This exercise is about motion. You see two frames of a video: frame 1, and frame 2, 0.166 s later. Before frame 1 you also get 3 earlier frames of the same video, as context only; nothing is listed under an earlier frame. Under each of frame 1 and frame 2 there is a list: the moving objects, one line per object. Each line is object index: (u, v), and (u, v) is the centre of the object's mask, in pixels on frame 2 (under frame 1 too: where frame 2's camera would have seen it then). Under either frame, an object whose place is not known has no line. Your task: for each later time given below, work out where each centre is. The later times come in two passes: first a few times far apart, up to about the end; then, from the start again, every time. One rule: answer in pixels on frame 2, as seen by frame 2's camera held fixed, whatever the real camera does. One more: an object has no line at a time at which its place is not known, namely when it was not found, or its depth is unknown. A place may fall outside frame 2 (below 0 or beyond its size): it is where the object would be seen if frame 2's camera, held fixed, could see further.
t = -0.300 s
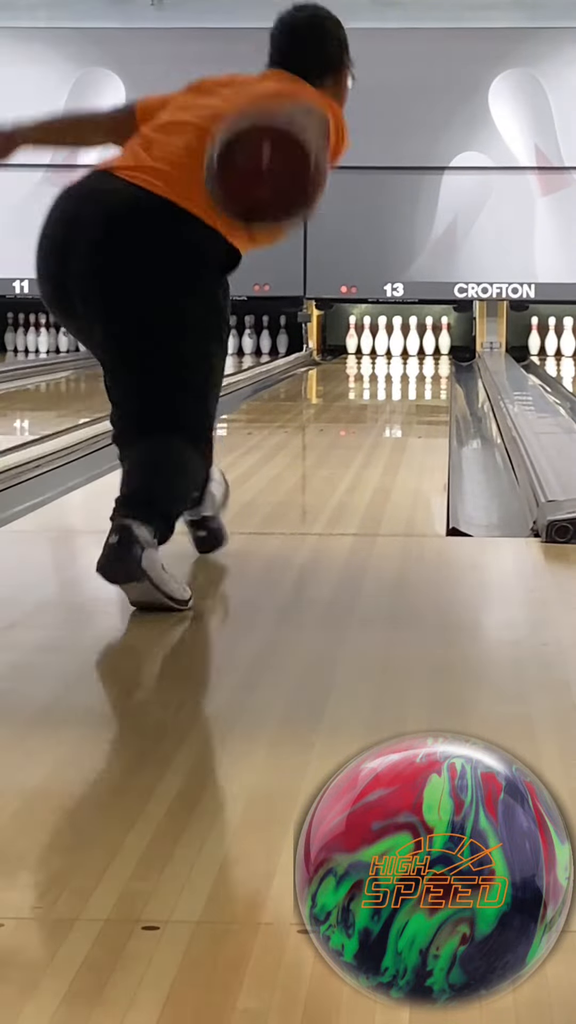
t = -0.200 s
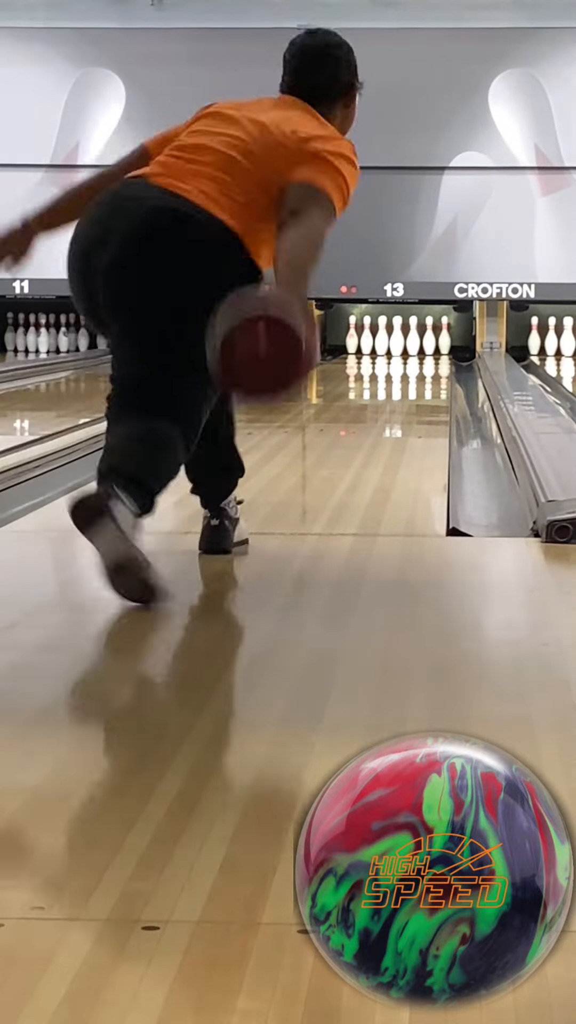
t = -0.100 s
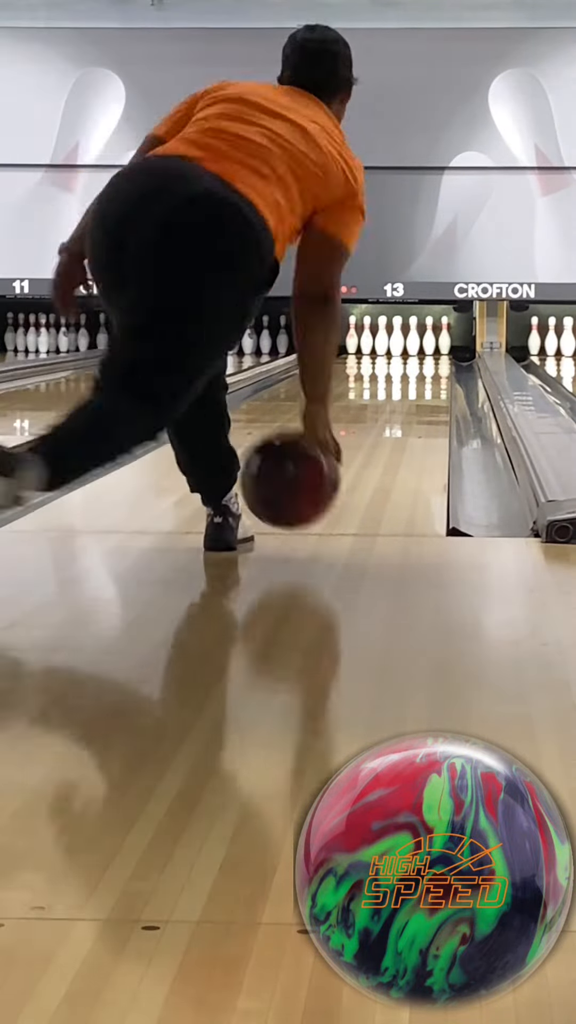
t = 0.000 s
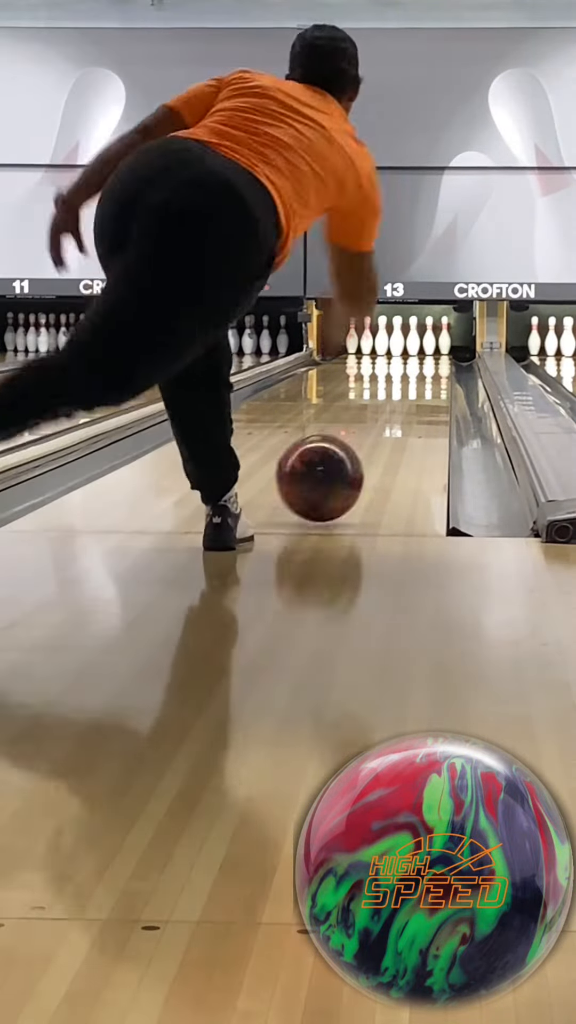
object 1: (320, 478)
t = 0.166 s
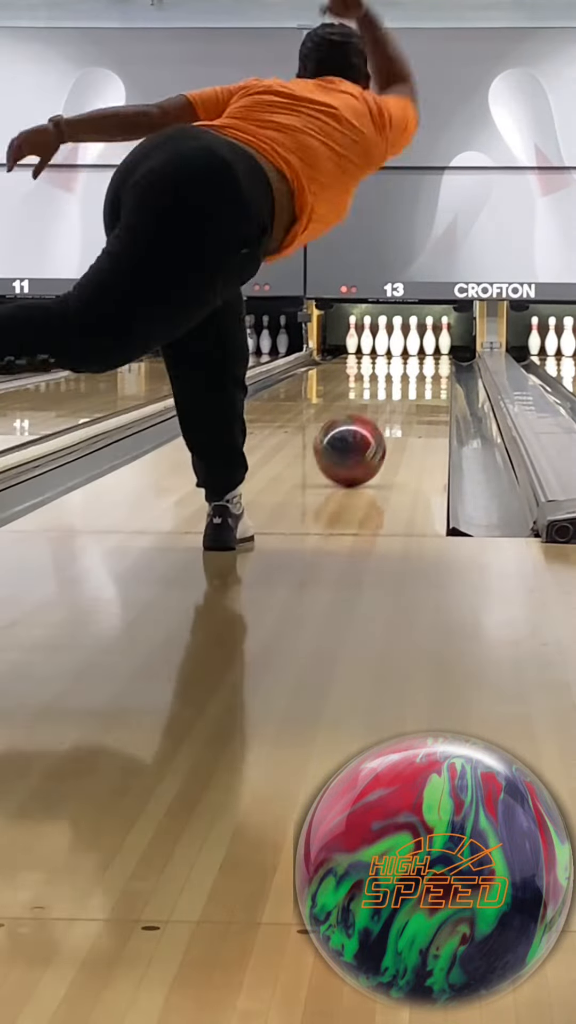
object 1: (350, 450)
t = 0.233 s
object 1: (359, 441)
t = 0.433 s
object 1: (380, 417)
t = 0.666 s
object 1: (395, 398)
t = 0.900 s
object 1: (407, 385)
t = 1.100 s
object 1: (413, 376)
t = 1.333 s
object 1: (419, 368)
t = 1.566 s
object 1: (422, 361)
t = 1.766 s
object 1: (423, 357)
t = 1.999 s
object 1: (422, 352)
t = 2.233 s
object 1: (418, 349)
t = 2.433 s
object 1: (413, 347)
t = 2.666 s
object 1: (416, 344)
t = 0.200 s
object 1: (354, 445)
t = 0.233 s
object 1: (359, 441)
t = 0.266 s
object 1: (363, 436)
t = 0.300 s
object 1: (366, 432)
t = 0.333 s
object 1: (370, 428)
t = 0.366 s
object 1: (373, 424)
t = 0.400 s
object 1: (376, 421)
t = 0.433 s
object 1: (380, 417)
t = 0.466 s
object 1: (382, 414)
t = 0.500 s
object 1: (384, 410)
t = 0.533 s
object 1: (387, 408)
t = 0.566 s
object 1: (389, 405)
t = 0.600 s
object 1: (391, 403)
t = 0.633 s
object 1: (393, 401)
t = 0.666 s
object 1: (395, 398)
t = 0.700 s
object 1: (398, 396)
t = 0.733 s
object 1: (400, 394)
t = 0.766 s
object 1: (401, 392)
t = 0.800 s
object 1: (403, 390)
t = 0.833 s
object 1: (404, 389)
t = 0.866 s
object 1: (405, 387)
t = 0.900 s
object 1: (407, 385)
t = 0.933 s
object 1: (408, 383)
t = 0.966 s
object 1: (409, 382)
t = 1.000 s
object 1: (410, 380)
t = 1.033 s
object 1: (412, 379)
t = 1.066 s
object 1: (413, 377)
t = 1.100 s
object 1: (413, 376)
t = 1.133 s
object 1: (415, 375)
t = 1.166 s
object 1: (415, 374)
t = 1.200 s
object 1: (416, 373)
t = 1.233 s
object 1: (417, 372)
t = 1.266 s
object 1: (418, 370)
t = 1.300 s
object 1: (418, 369)
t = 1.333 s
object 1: (419, 368)
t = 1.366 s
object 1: (420, 367)
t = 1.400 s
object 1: (420, 366)
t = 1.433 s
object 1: (420, 365)
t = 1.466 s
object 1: (420, 364)
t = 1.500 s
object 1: (421, 364)
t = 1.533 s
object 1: (421, 362)
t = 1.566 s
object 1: (422, 361)
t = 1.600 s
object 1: (422, 360)
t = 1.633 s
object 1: (422, 360)
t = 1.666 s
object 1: (422, 359)
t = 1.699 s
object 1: (423, 358)
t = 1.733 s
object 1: (423, 357)
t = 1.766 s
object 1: (423, 357)
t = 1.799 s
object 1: (423, 356)
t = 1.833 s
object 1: (423, 355)
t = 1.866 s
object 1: (423, 355)
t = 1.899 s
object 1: (422, 354)
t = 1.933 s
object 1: (423, 353)
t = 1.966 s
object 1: (422, 353)
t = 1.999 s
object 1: (422, 352)
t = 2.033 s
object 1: (422, 351)
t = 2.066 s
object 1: (421, 351)
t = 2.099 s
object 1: (421, 351)
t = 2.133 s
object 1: (420, 350)
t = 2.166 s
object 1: (420, 350)
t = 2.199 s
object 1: (419, 349)
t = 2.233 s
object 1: (418, 349)
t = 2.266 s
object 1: (417, 348)
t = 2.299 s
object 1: (416, 348)
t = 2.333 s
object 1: (416, 348)
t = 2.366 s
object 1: (415, 348)
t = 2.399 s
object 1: (414, 348)
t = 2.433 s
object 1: (413, 347)
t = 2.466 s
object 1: (411, 346)
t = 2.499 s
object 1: (410, 346)
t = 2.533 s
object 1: (412, 345)
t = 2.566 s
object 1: (413, 345)
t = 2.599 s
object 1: (415, 345)
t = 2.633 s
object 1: (416, 344)
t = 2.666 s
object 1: (416, 344)
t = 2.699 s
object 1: (417, 344)
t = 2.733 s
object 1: (416, 344)
